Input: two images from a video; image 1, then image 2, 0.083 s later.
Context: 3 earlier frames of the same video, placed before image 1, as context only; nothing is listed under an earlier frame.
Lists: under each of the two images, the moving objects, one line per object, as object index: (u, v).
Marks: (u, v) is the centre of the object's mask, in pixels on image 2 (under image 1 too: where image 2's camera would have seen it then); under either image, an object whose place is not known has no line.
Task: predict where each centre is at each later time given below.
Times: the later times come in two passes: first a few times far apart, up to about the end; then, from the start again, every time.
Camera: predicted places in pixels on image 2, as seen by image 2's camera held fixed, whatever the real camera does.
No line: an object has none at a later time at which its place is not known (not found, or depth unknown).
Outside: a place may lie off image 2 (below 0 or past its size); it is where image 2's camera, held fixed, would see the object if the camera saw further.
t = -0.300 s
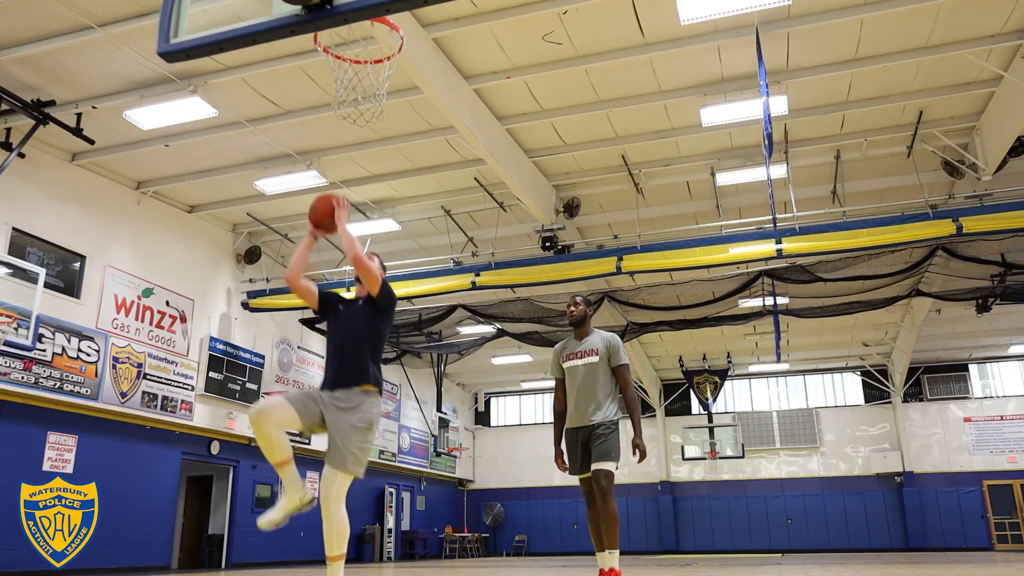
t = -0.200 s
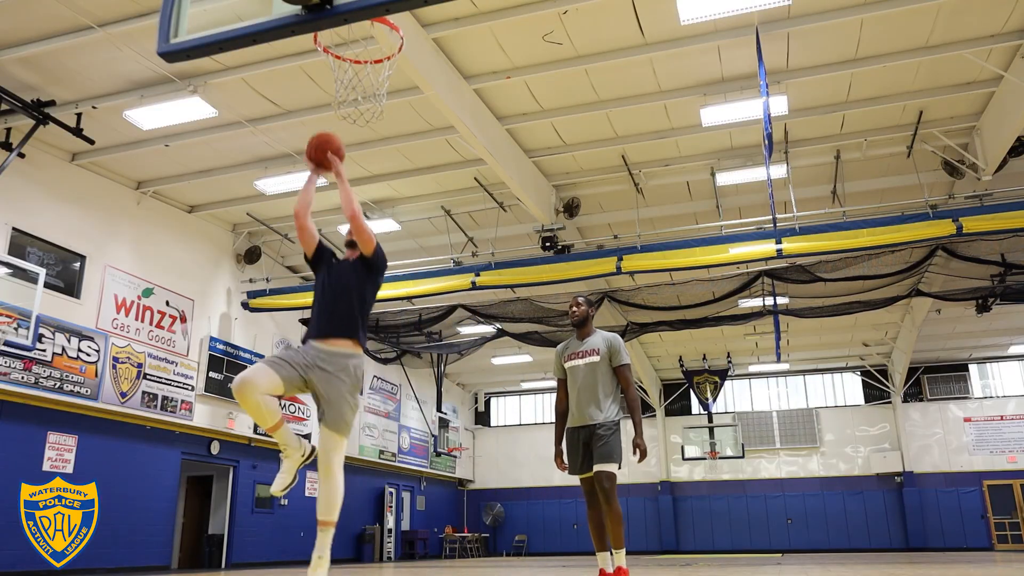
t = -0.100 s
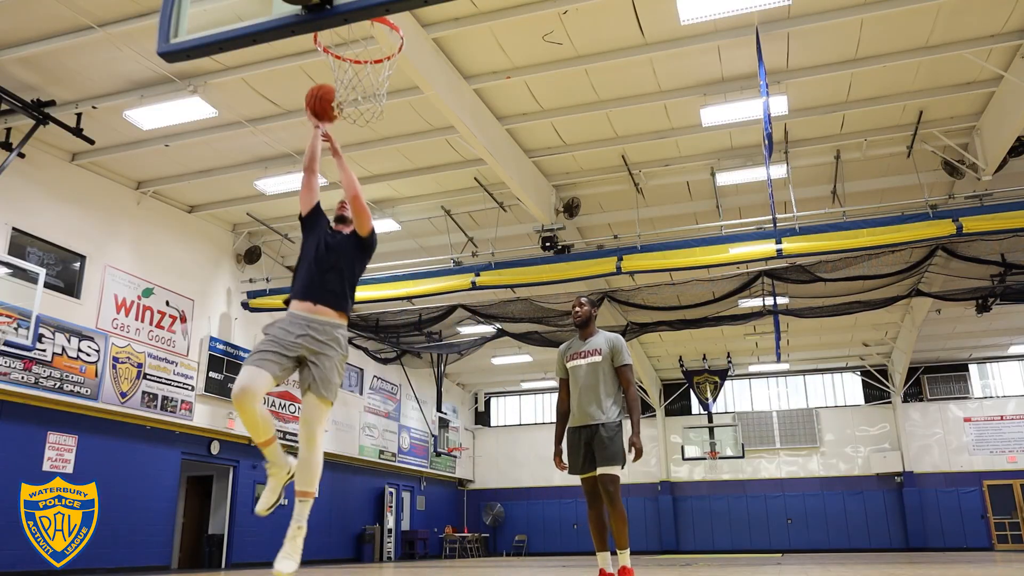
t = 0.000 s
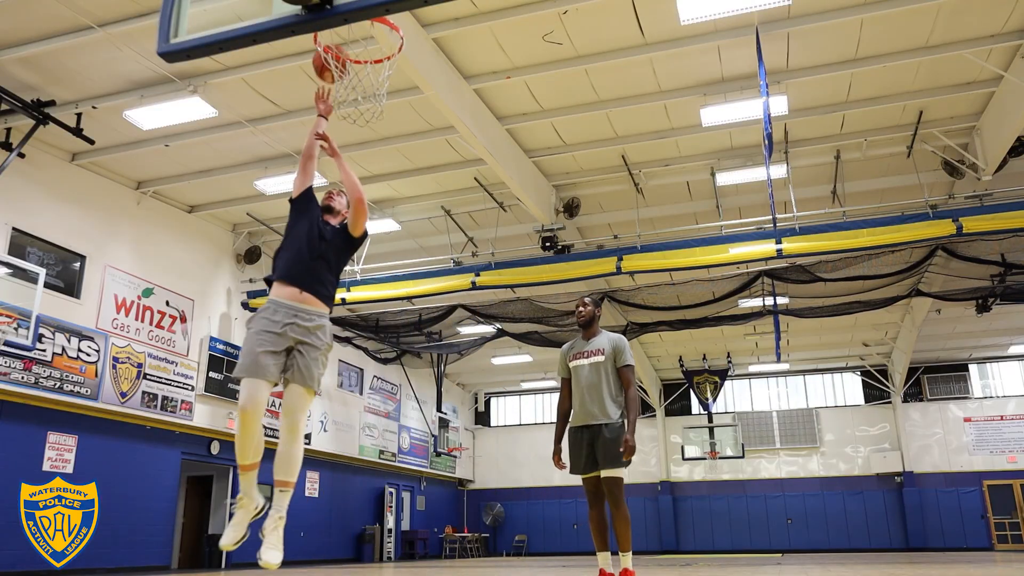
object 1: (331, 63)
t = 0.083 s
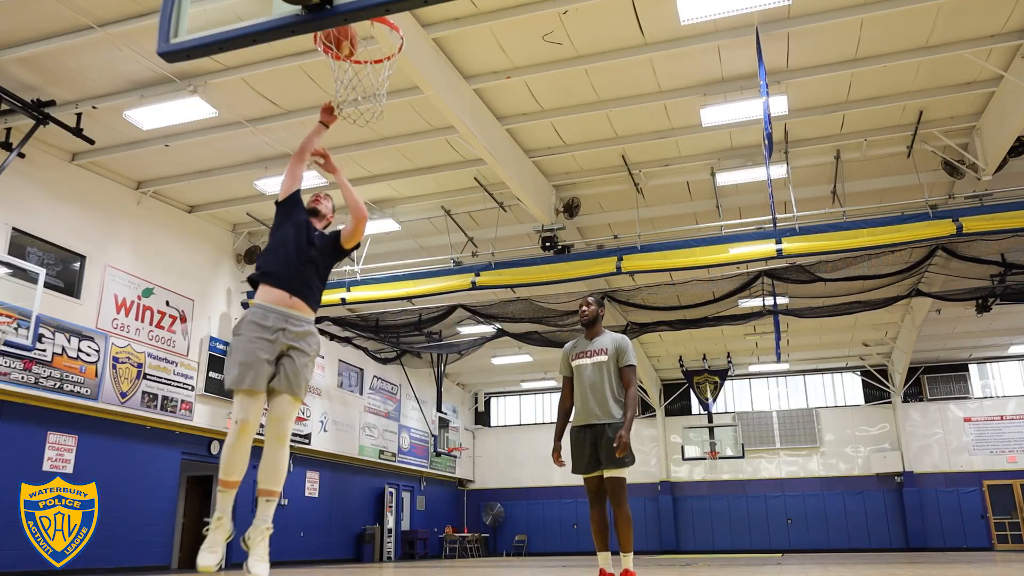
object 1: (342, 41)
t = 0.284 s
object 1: (357, 32)
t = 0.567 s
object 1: (371, 84)
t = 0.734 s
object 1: (364, 146)
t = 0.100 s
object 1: (342, 40)
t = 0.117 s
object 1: (343, 38)
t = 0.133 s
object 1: (345, 37)
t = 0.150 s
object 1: (347, 36)
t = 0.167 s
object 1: (348, 34)
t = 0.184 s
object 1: (350, 34)
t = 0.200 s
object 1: (351, 33)
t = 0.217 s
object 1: (353, 32)
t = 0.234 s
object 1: (354, 32)
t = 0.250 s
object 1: (355, 31)
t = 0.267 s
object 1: (356, 32)
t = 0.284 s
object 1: (357, 32)
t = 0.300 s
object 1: (358, 32)
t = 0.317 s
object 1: (359, 33)
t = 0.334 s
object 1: (360, 34)
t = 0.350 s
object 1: (361, 34)
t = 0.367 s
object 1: (362, 36)
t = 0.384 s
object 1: (363, 37)
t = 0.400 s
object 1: (364, 39)
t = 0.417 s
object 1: (365, 42)
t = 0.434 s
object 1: (366, 46)
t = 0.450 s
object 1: (367, 50)
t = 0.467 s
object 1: (368, 56)
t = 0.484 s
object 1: (370, 61)
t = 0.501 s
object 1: (371, 68)
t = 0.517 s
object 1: (372, 72)
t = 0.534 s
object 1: (371, 76)
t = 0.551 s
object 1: (371, 80)
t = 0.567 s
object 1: (371, 84)
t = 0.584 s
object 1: (370, 90)
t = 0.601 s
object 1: (370, 92)
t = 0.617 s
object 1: (369, 97)
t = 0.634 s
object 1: (369, 103)
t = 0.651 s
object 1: (368, 108)
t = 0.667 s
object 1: (367, 115)
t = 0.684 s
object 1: (366, 122)
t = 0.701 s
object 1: (365, 130)
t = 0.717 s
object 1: (365, 138)
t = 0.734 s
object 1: (364, 146)
